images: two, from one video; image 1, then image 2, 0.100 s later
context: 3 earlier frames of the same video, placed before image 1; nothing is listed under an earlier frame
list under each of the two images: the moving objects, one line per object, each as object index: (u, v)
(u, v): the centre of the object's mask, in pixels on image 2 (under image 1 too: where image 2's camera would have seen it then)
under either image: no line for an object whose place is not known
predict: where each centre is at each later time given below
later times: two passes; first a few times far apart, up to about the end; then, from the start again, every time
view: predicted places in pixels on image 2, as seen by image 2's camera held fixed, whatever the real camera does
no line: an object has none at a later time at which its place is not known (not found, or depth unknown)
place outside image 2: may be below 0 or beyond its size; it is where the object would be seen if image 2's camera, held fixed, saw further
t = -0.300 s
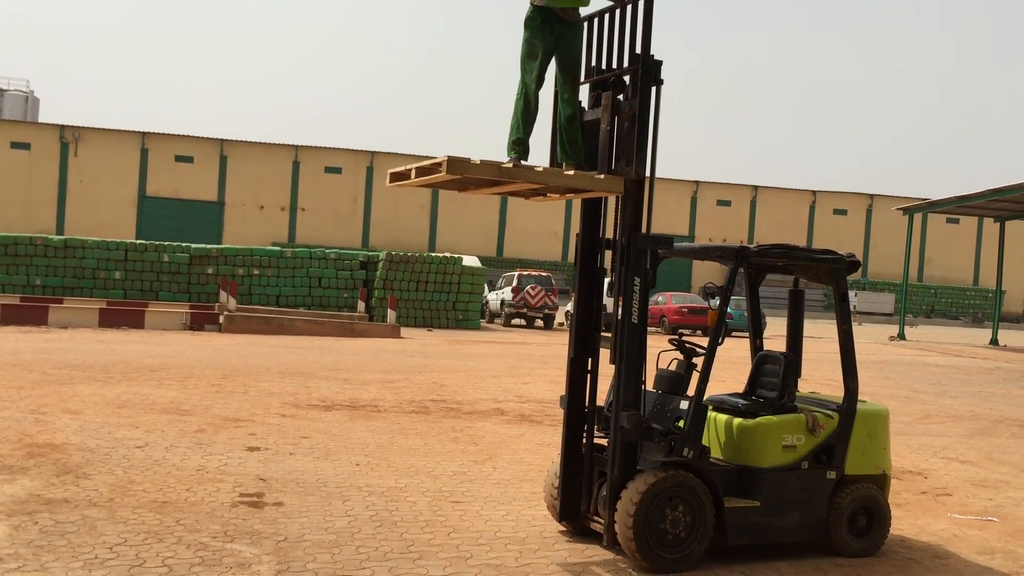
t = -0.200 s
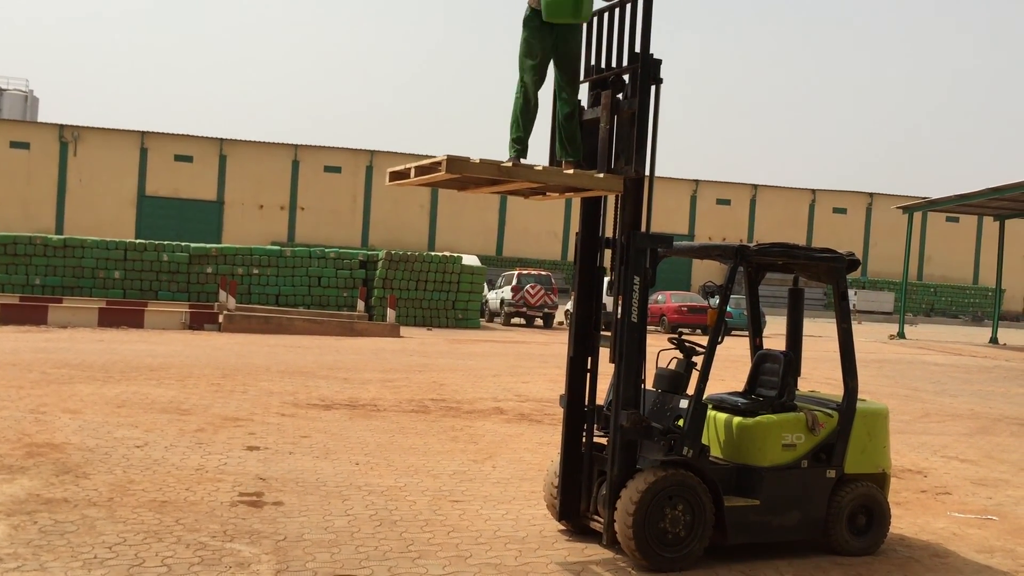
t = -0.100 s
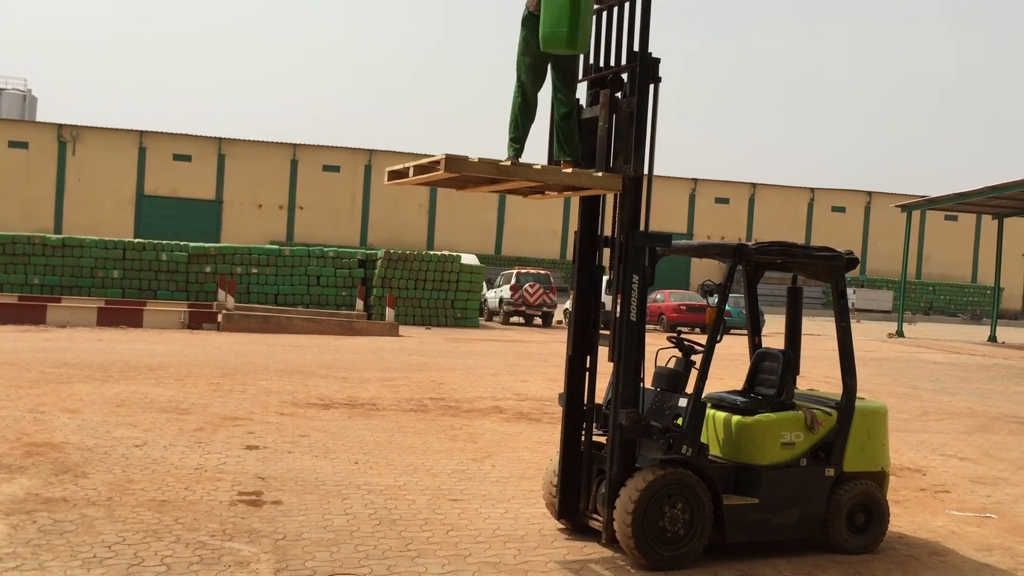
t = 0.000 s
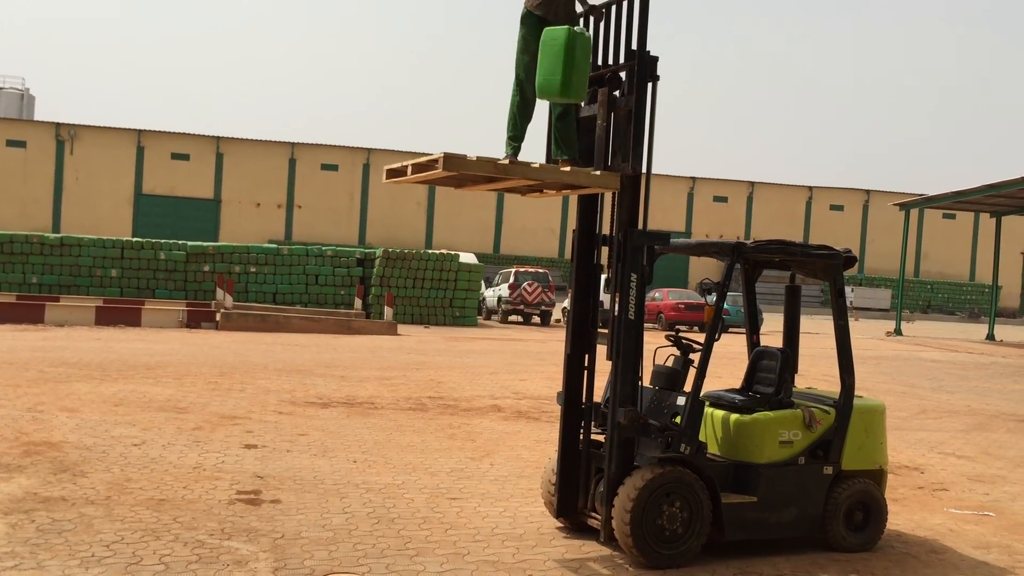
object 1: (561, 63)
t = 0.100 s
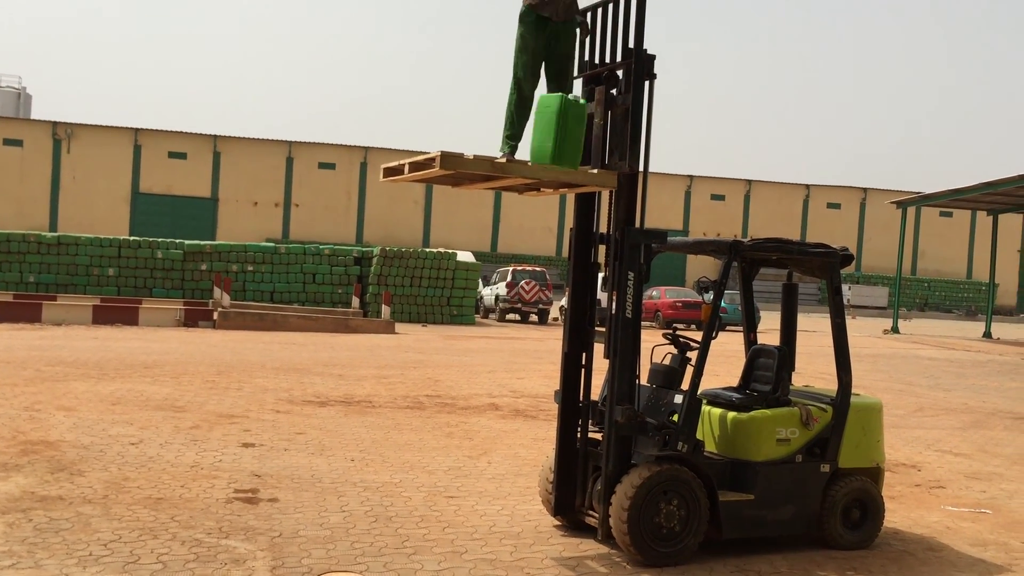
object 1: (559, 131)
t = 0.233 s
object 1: (554, 254)
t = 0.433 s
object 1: (543, 510)
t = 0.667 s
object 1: (560, 534)
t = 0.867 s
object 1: (581, 547)
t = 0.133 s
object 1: (558, 159)
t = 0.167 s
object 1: (557, 189)
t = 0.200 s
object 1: (555, 220)
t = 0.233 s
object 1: (554, 254)
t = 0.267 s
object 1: (553, 291)
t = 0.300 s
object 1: (551, 330)
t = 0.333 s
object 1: (549, 371)
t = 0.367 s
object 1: (547, 415)
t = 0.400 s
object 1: (545, 461)
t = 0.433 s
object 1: (543, 510)
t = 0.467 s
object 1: (541, 554)
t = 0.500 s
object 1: (542, 563)
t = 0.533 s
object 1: (545, 557)
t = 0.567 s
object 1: (548, 552)
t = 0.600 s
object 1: (552, 546)
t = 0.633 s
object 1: (556, 539)
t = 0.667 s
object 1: (560, 534)
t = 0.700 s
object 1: (564, 531)
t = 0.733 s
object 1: (567, 530)
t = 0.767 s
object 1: (571, 531)
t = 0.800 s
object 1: (574, 534)
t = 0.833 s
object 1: (577, 539)
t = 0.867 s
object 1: (581, 547)
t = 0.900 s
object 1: (584, 556)
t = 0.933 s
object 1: (587, 568)
